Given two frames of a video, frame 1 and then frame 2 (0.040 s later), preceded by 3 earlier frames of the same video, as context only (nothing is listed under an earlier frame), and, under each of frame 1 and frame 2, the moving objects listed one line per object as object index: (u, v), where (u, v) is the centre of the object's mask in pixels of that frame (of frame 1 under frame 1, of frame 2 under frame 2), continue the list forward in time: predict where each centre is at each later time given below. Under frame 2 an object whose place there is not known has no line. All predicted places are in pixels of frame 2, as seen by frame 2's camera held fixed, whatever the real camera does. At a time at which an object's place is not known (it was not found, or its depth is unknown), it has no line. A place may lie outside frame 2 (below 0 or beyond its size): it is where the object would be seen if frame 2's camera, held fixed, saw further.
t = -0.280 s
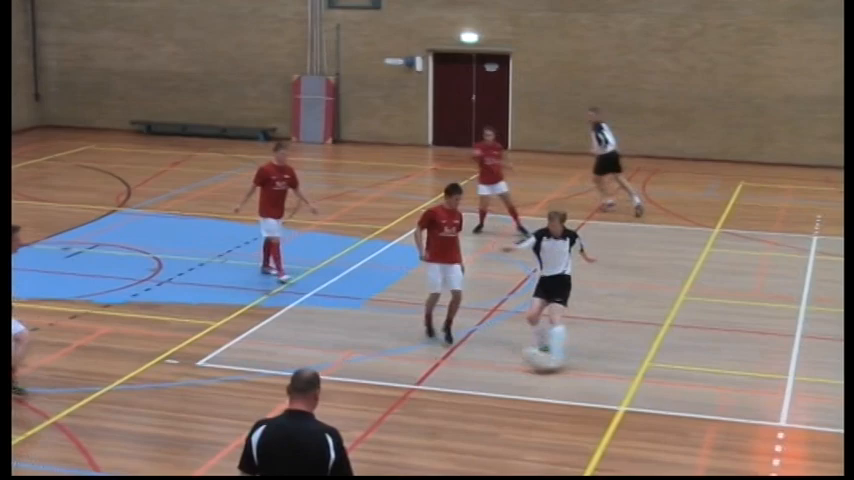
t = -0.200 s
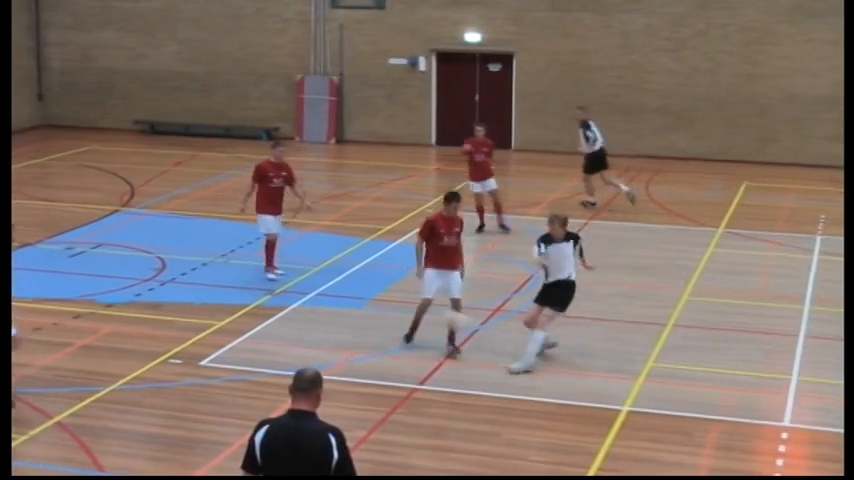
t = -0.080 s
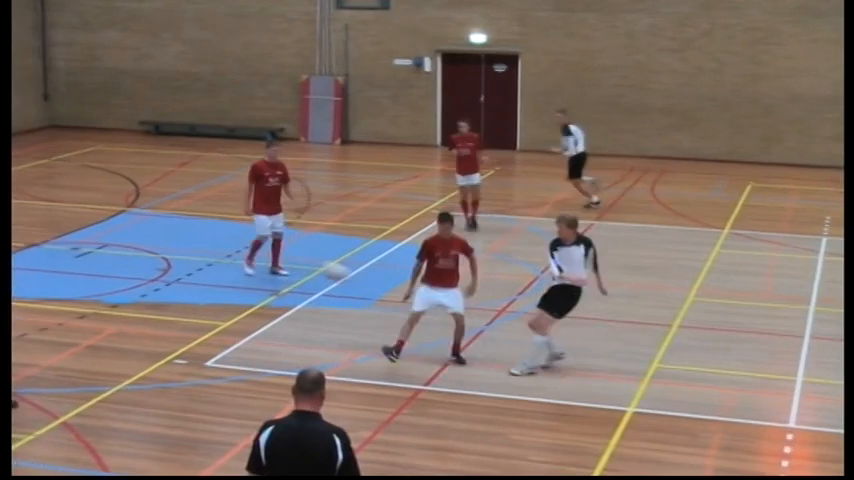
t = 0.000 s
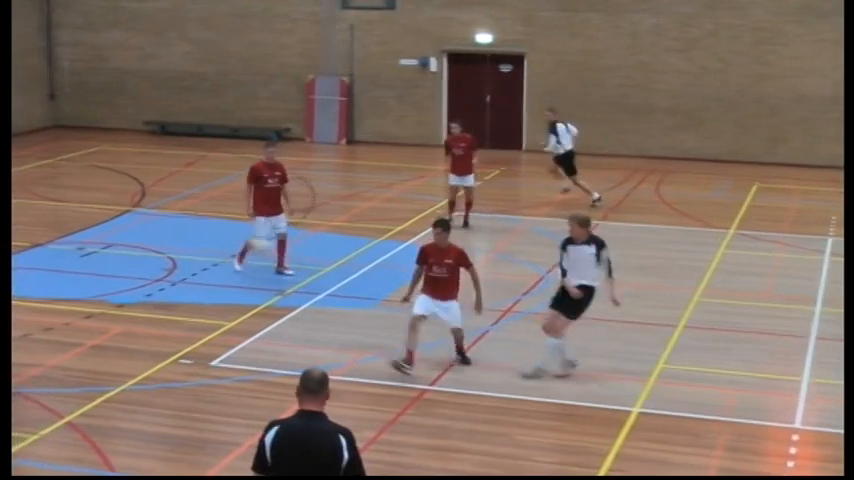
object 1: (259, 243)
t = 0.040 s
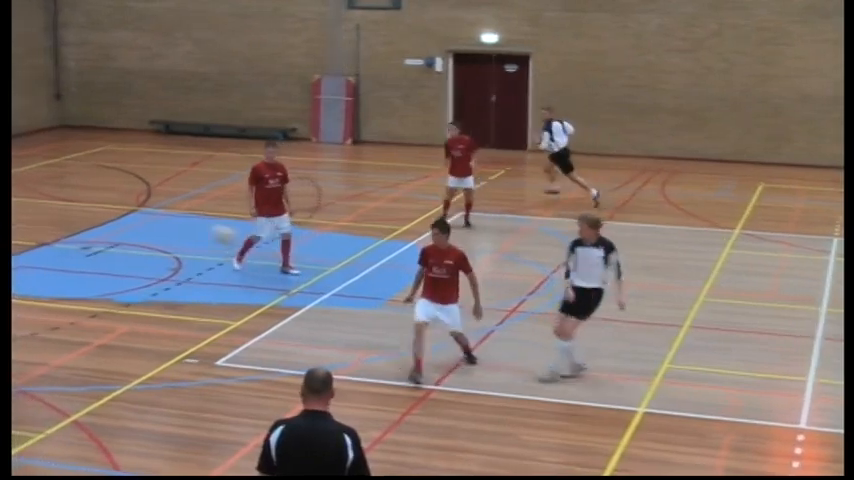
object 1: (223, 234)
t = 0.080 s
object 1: (184, 224)
